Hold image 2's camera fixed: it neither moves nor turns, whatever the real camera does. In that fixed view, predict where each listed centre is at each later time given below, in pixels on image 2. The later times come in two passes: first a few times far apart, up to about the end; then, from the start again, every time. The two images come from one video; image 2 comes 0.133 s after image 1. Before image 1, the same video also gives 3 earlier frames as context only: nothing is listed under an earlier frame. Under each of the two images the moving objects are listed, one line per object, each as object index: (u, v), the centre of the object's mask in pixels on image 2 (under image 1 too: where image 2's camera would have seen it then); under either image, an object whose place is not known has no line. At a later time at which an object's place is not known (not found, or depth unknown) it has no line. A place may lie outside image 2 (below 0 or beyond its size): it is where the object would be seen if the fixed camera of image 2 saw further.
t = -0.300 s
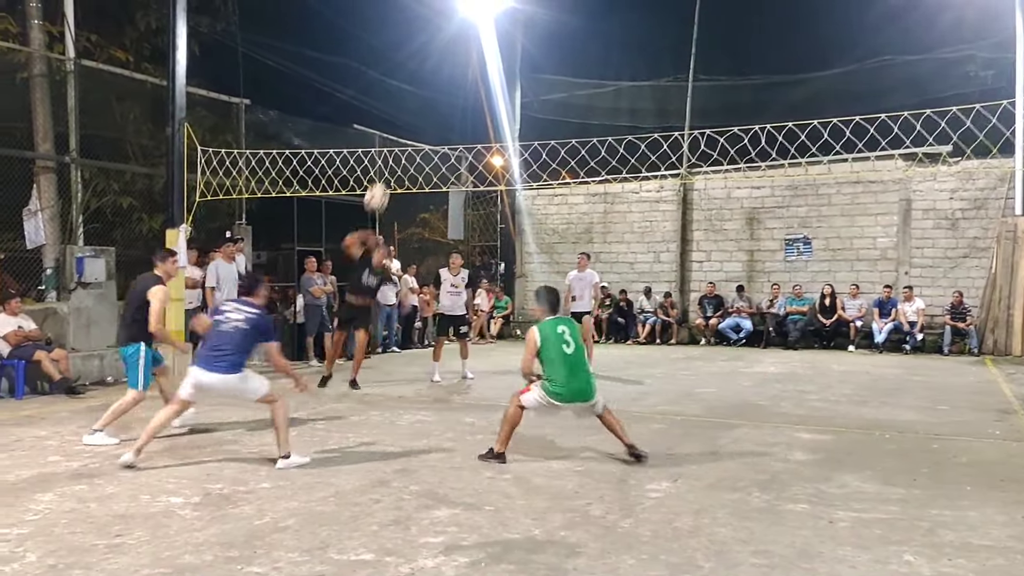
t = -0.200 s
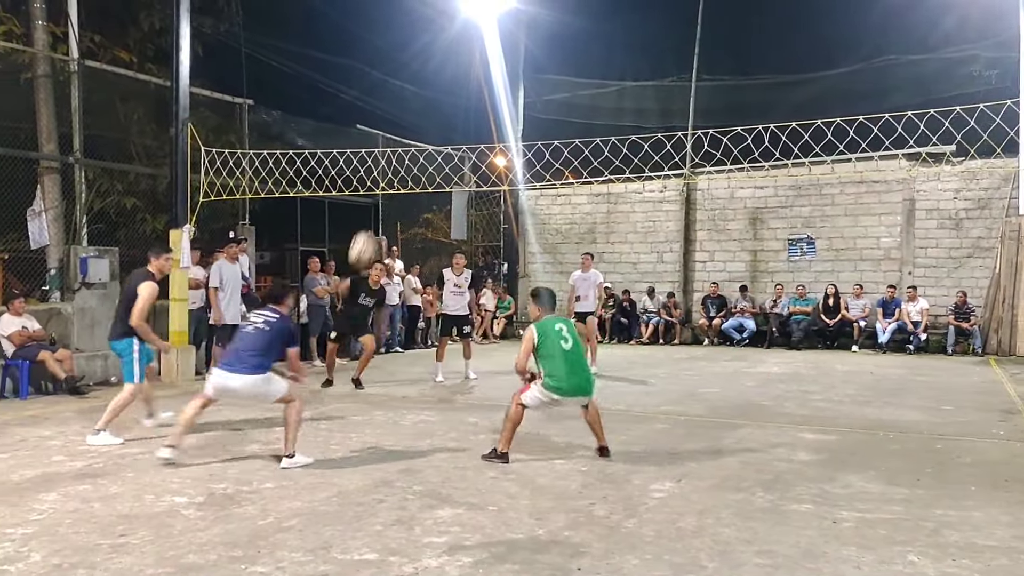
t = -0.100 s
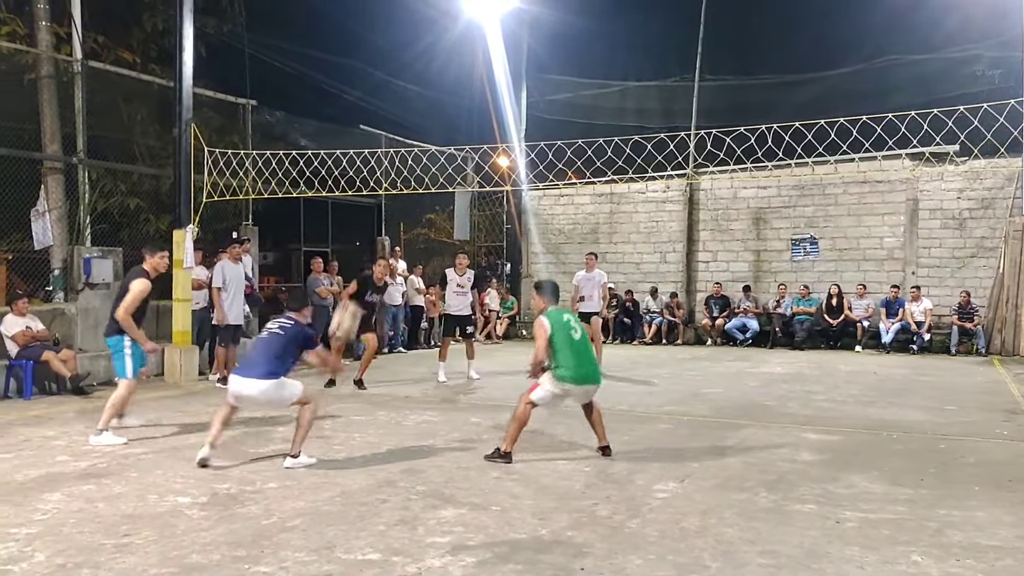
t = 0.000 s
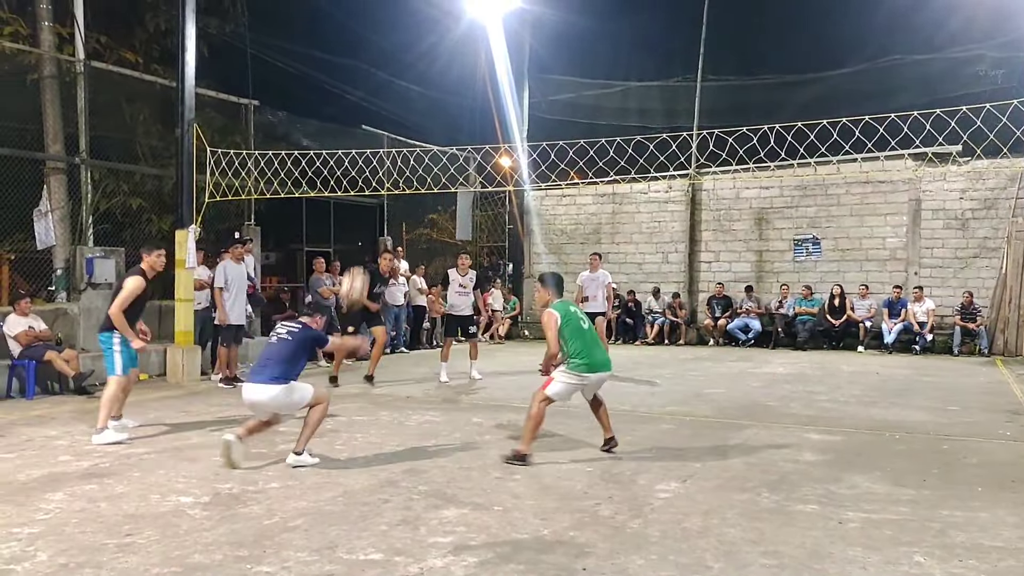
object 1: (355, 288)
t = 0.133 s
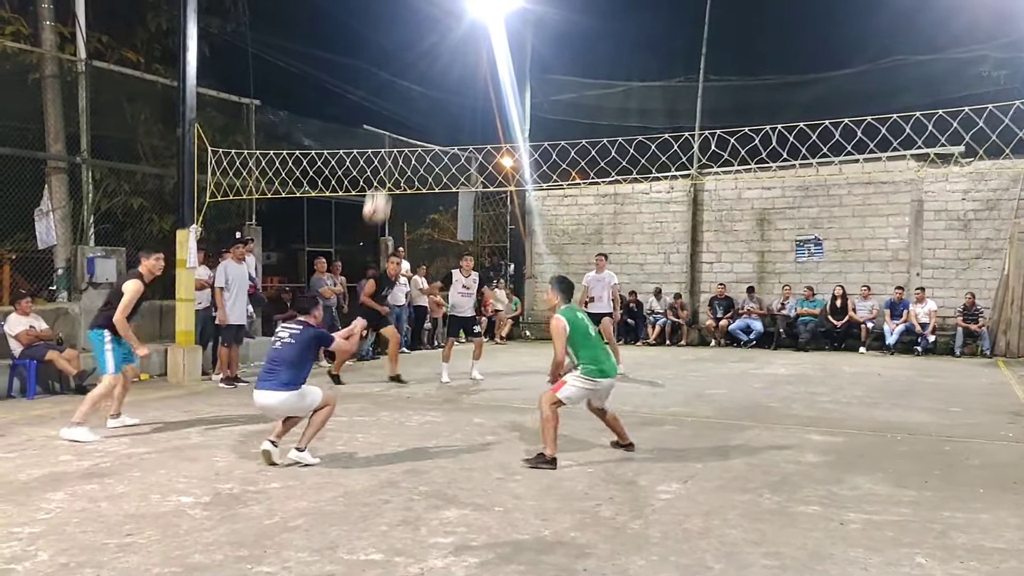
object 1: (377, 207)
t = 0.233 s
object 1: (391, 159)
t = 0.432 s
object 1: (419, 111)
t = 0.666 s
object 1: (448, 108)
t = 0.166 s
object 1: (382, 190)
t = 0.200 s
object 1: (387, 174)
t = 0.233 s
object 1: (391, 159)
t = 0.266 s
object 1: (396, 148)
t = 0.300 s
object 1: (401, 137)
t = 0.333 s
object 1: (406, 129)
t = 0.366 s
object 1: (410, 122)
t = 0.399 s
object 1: (415, 115)
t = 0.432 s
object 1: (419, 111)
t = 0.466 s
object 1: (424, 107)
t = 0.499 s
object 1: (428, 104)
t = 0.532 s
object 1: (432, 102)
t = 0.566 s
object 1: (436, 102)
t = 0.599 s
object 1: (440, 103)
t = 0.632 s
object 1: (444, 105)
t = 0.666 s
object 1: (448, 108)
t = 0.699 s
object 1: (451, 113)
